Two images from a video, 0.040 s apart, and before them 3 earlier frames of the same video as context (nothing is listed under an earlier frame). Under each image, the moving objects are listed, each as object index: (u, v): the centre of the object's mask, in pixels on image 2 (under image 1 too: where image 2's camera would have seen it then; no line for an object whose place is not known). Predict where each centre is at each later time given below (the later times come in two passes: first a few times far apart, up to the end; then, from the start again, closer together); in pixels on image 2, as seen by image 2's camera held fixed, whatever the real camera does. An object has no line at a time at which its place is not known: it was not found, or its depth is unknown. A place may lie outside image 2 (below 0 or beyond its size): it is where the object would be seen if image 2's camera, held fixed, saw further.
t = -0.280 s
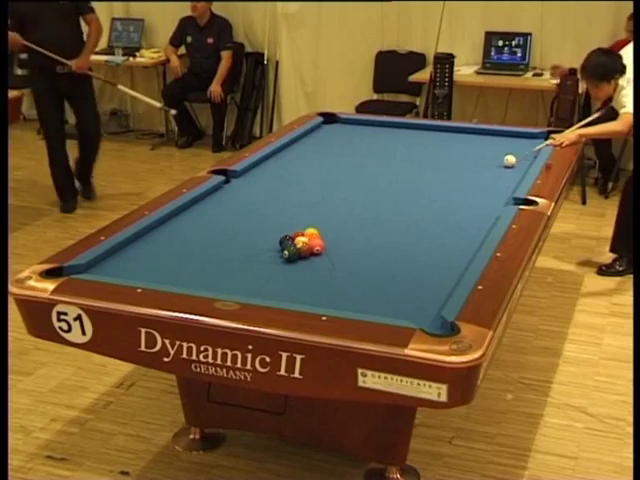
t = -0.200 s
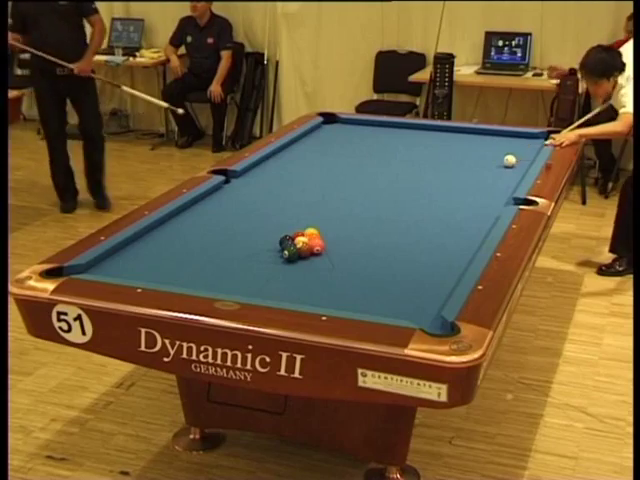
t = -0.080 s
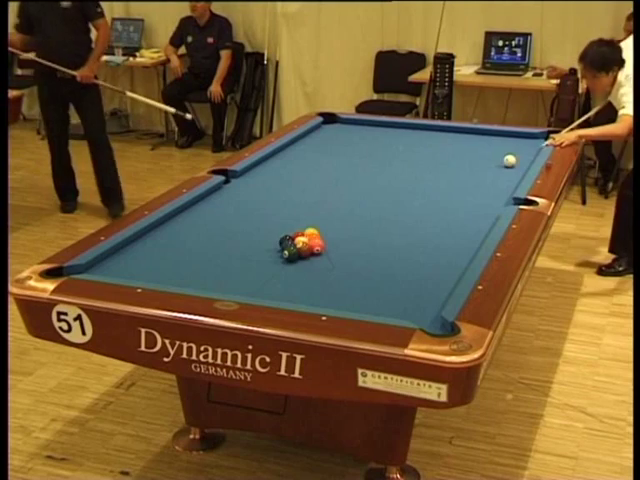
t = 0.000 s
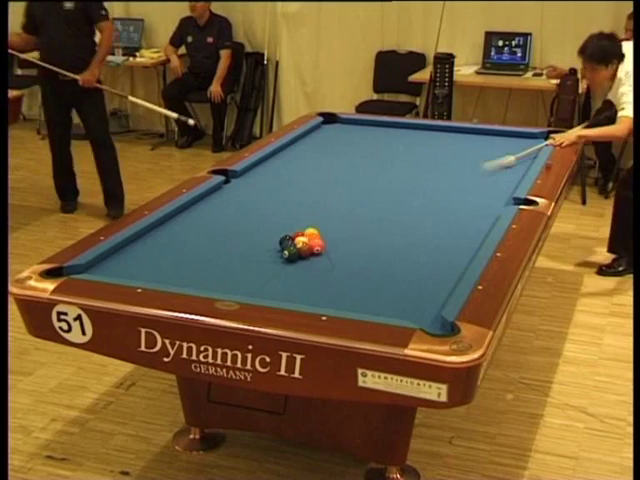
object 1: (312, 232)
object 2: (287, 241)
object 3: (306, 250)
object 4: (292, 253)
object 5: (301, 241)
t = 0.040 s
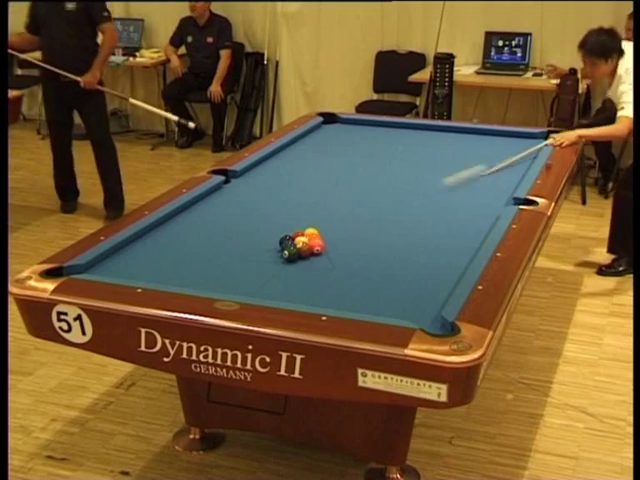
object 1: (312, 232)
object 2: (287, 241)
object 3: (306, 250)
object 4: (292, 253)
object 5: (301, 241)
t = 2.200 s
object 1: (333, 148)
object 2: (219, 281)
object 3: (346, 236)
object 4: (457, 229)
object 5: (317, 258)
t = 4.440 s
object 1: (396, 125)
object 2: (233, 269)
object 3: (363, 218)
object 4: (458, 165)
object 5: (317, 259)
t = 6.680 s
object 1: (390, 127)
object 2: (234, 269)
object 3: (363, 218)
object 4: (458, 140)
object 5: (317, 258)
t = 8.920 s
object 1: (390, 127)
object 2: (233, 269)
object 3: (363, 218)
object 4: (459, 135)
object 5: (317, 258)
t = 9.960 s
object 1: (390, 127)
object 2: (233, 269)
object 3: (363, 219)
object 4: (459, 135)
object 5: (317, 258)
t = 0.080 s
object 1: (312, 232)
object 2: (287, 241)
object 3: (306, 250)
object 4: (292, 253)
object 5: (301, 241)
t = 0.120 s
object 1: (312, 232)
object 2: (287, 241)
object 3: (306, 250)
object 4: (292, 253)
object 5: (301, 241)
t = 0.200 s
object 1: (313, 235)
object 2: (283, 248)
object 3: (309, 257)
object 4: (293, 262)
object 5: (302, 245)
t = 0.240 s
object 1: (303, 227)
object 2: (283, 251)
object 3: (309, 262)
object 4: (295, 272)
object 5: (302, 244)
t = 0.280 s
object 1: (299, 225)
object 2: (281, 252)
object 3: (311, 271)
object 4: (295, 283)
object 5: (303, 245)
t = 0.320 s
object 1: (296, 222)
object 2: (279, 254)
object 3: (311, 275)
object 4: (295, 294)
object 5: (303, 246)
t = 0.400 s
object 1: (292, 216)
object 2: (274, 256)
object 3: (314, 284)
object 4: (309, 298)
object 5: (304, 247)
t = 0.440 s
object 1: (289, 214)
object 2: (271, 257)
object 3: (314, 286)
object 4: (321, 299)
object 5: (305, 248)
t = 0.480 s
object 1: (287, 211)
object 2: (269, 258)
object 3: (316, 284)
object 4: (331, 301)
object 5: (305, 248)
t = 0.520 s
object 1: (285, 208)
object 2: (267, 259)
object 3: (316, 281)
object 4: (343, 305)
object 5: (306, 249)
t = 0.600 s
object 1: (281, 203)
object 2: (262, 263)
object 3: (318, 276)
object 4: (364, 308)
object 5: (307, 249)
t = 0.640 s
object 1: (279, 200)
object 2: (260, 264)
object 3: (318, 274)
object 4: (373, 309)
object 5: (307, 250)
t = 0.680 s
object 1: (277, 198)
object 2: (258, 266)
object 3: (319, 272)
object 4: (383, 310)
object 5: (308, 250)
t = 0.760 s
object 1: (273, 193)
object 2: (253, 268)
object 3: (321, 270)
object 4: (400, 310)
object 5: (309, 251)
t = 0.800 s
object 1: (272, 190)
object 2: (250, 269)
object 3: (322, 268)
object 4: (404, 307)
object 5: (309, 251)
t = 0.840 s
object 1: (270, 188)
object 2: (248, 270)
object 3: (323, 266)
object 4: (409, 304)
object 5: (310, 252)
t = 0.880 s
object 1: (268, 186)
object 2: (246, 271)
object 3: (323, 265)
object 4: (413, 302)
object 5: (310, 252)
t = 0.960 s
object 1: (265, 181)
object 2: (241, 274)
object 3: (325, 262)
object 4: (422, 297)
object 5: (311, 252)
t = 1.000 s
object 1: (263, 179)
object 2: (239, 275)
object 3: (326, 261)
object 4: (427, 295)
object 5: (311, 253)
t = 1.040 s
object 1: (261, 177)
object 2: (237, 276)
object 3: (327, 260)
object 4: (431, 292)
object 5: (312, 253)
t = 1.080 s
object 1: (260, 175)
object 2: (235, 277)
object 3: (327, 259)
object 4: (436, 289)
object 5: (312, 253)
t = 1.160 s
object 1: (257, 171)
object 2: (230, 280)
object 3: (329, 257)
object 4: (444, 285)
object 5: (313, 254)
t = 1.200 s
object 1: (255, 169)
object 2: (228, 281)
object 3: (330, 256)
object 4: (448, 283)
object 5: (313, 254)
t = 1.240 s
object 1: (254, 167)
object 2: (226, 282)
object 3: (330, 255)
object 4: (451, 280)
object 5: (313, 254)
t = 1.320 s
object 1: (261, 165)
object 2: (222, 284)
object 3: (332, 253)
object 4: (455, 275)
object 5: (313, 255)
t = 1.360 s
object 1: (264, 164)
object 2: (220, 284)
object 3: (333, 252)
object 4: (456, 273)
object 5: (314, 255)
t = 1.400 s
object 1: (268, 164)
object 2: (218, 285)
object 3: (333, 251)
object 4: (456, 271)
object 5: (314, 255)
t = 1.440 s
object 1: (272, 163)
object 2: (216, 286)
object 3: (334, 250)
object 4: (456, 268)
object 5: (314, 256)
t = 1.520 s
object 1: (279, 161)
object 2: (212, 287)
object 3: (336, 249)
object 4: (456, 263)
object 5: (315, 256)
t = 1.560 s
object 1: (282, 160)
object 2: (209, 287)
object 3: (336, 248)
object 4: (456, 261)
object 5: (315, 256)
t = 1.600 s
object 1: (286, 160)
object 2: (209, 287)
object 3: (337, 247)
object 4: (456, 258)
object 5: (315, 256)
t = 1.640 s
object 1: (289, 158)
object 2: (210, 287)
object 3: (338, 246)
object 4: (456, 256)
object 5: (315, 256)
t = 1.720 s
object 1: (296, 157)
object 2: (211, 286)
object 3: (339, 244)
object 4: (456, 252)
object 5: (315, 257)
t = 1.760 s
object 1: (299, 156)
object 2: (212, 286)
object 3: (340, 244)
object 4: (456, 249)
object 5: (316, 257)
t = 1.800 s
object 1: (303, 155)
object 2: (212, 285)
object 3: (340, 243)
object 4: (456, 248)
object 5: (316, 257)
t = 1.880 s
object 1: (309, 154)
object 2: (213, 285)
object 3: (341, 241)
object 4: (456, 244)
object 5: (316, 257)
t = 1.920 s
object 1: (312, 153)
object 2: (214, 284)
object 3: (342, 240)
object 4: (456, 242)
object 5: (316, 258)
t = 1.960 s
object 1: (315, 152)
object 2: (215, 284)
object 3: (342, 240)
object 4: (456, 240)
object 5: (316, 258)
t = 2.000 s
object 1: (318, 152)
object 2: (215, 283)
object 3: (343, 239)
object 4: (456, 238)
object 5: (317, 258)
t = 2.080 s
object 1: (324, 150)
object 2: (217, 282)
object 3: (344, 237)
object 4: (456, 234)
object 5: (317, 258)
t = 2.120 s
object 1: (327, 149)
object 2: (217, 282)
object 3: (345, 237)
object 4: (456, 233)
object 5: (317, 258)
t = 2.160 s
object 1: (330, 149)
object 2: (218, 282)
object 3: (345, 236)
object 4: (456, 231)
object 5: (317, 258)
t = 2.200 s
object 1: (333, 148)
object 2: (219, 281)
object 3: (346, 236)
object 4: (457, 229)
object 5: (317, 258)
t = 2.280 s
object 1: (339, 147)
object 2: (220, 280)
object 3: (347, 234)
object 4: (456, 225)
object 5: (317, 258)
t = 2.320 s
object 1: (342, 146)
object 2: (220, 279)
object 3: (348, 233)
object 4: (456, 224)
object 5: (317, 258)
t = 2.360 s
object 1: (345, 145)
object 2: (221, 278)
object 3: (348, 233)
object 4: (456, 222)
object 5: (317, 258)
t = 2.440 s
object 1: (350, 144)
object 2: (222, 277)
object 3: (349, 232)
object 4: (457, 219)
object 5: (317, 258)
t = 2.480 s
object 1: (353, 143)
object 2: (223, 277)
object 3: (349, 231)
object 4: (457, 217)
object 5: (317, 258)
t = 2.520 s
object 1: (356, 143)
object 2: (223, 276)
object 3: (350, 231)
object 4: (457, 216)
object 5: (317, 258)
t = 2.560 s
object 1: (358, 142)
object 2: (224, 276)
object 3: (350, 231)
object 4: (456, 214)
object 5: (317, 258)
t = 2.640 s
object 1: (363, 141)
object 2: (225, 275)
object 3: (351, 229)
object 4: (456, 211)
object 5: (317, 258)
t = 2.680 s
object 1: (366, 140)
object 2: (226, 274)
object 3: (352, 229)
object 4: (456, 210)
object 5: (317, 258)
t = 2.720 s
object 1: (368, 140)
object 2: (226, 274)
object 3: (353, 228)
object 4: (457, 209)
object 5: (317, 258)
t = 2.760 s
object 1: (371, 140)
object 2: (227, 273)
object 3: (353, 228)
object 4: (456, 207)
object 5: (317, 258)
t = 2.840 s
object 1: (376, 138)
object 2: (228, 273)
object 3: (354, 227)
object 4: (457, 205)
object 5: (317, 258)
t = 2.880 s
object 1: (378, 138)
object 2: (229, 273)
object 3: (354, 226)
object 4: (457, 203)
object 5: (317, 258)
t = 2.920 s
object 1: (380, 137)
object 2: (229, 272)
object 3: (354, 226)
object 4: (457, 202)
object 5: (317, 258)
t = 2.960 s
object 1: (382, 137)
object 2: (229, 272)
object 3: (355, 226)
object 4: (457, 201)
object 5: (317, 258)
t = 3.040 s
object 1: (387, 136)
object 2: (230, 272)
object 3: (356, 224)
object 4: (457, 199)
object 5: (317, 258)
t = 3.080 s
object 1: (389, 135)
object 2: (230, 271)
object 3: (356, 224)
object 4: (457, 197)
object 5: (317, 258)
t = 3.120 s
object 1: (392, 135)
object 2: (231, 271)
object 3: (356, 224)
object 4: (457, 196)
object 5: (317, 258)
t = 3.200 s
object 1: (396, 134)
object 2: (231, 271)
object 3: (357, 223)
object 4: (457, 193)
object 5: (317, 258)
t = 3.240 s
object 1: (398, 133)
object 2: (231, 270)
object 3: (357, 223)
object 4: (457, 193)
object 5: (317, 258)
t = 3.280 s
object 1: (400, 133)
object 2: (232, 270)
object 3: (358, 222)
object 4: (457, 192)
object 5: (317, 258)
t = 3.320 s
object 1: (402, 132)
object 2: (232, 270)
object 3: (358, 223)
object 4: (457, 190)
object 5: (317, 258)
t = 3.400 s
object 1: (406, 132)
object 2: (232, 270)
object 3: (359, 222)
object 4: (457, 188)
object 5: (317, 258)
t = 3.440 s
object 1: (406, 131)
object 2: (232, 270)
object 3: (359, 222)
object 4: (457, 187)
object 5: (317, 258)
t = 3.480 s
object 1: (405, 131)
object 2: (232, 270)
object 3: (359, 221)
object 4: (457, 186)
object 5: (317, 258)
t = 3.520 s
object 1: (405, 130)
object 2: (233, 270)
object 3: (359, 221)
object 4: (457, 185)
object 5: (317, 258)
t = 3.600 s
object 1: (404, 129)
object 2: (233, 269)
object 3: (360, 220)
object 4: (457, 183)
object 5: (317, 258)
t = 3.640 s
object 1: (404, 129)
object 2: (233, 269)
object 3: (360, 220)
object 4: (457, 182)
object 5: (317, 258)
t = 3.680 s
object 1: (404, 129)
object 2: (233, 269)
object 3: (361, 220)
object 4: (457, 182)
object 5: (317, 258)
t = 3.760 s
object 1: (403, 128)
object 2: (233, 269)
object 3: (361, 220)
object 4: (457, 179)
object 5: (317, 258)
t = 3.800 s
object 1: (402, 128)
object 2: (233, 269)
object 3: (361, 220)
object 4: (458, 178)
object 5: (317, 258)
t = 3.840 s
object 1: (402, 127)
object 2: (233, 269)
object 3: (361, 220)
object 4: (457, 178)
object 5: (317, 258)
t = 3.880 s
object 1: (402, 127)
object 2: (233, 269)
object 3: (361, 220)
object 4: (458, 177)
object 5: (317, 258)
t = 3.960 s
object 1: (401, 127)
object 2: (233, 269)
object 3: (362, 219)
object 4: (458, 175)
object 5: (317, 258)
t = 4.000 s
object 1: (401, 126)
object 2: (234, 269)
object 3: (362, 219)
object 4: (458, 174)
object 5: (317, 258)
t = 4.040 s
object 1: (401, 126)
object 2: (234, 269)
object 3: (362, 219)
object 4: (458, 173)
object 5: (317, 258)
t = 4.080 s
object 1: (400, 125)
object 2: (233, 269)
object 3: (362, 219)
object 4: (458, 173)
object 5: (317, 258)
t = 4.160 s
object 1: (400, 125)
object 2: (233, 269)
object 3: (363, 219)
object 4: (458, 171)
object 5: (317, 258)
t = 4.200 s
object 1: (400, 125)
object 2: (233, 269)
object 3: (363, 219)
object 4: (458, 170)
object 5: (317, 259)
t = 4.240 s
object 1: (399, 125)
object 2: (233, 269)
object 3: (363, 219)
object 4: (458, 169)
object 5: (317, 259)
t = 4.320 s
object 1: (398, 125)
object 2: (233, 269)
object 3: (363, 219)
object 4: (458, 168)
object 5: (317, 259)
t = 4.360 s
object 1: (397, 125)
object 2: (233, 269)
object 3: (363, 219)
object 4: (458, 167)
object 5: (317, 259)
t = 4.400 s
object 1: (397, 125)
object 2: (233, 269)
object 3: (363, 219)
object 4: (458, 166)
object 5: (317, 259)
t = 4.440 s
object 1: (396, 125)
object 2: (233, 269)
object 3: (363, 218)
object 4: (458, 165)
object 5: (317, 259)
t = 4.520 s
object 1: (396, 125)
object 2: (233, 269)
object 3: (363, 218)
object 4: (458, 164)
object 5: (317, 259)
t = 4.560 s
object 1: (395, 125)
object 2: (233, 269)
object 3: (363, 218)
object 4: (458, 163)
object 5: (317, 259)
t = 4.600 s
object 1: (395, 125)
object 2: (233, 269)
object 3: (363, 218)
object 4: (458, 163)
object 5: (317, 259)
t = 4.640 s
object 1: (394, 125)
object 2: (233, 269)
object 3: (363, 218)
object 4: (458, 162)
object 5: (317, 258)
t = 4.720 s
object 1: (394, 125)
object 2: (233, 269)
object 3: (363, 218)
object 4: (458, 161)
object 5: (317, 259)
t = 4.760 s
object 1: (393, 126)
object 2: (233, 269)
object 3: (363, 218)
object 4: (458, 160)
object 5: (317, 259)
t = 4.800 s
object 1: (393, 126)
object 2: (233, 269)
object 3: (363, 218)
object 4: (458, 160)
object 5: (317, 258)
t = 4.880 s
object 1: (392, 126)
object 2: (233, 269)
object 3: (363, 218)
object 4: (458, 158)
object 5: (317, 259)
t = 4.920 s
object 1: (392, 126)
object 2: (233, 270)
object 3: (363, 218)
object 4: (458, 158)
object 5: (317, 259)
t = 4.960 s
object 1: (392, 126)
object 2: (233, 270)
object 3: (363, 218)
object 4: (458, 158)
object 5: (317, 259)
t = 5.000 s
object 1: (391, 126)
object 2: (233, 270)
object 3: (363, 218)
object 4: (458, 157)
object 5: (317, 259)
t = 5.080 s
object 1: (391, 126)
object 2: (233, 270)
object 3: (363, 218)
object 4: (458, 156)
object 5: (317, 259)
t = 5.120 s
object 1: (391, 126)
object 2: (233, 270)
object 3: (363, 218)
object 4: (459, 155)
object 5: (317, 259)
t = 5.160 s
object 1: (391, 126)
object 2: (233, 270)
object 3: (363, 218)
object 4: (458, 154)
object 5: (317, 259)
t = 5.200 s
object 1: (390, 126)
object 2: (233, 270)
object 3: (363, 218)
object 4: (459, 154)
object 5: (317, 258)
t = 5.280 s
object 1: (390, 126)
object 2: (233, 269)
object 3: (363, 218)
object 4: (458, 153)
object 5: (317, 259)
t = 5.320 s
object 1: (390, 126)
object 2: (233, 269)
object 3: (363, 218)
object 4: (459, 153)
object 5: (317, 258)
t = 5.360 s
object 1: (390, 126)
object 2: (233, 269)
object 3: (363, 218)
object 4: (458, 152)
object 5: (317, 258)
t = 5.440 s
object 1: (390, 126)
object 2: (233, 269)
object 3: (363, 218)
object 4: (459, 151)
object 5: (317, 258)
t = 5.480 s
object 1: (390, 126)
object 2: (233, 269)
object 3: (363, 218)
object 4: (458, 151)
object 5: (317, 258)
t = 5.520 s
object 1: (390, 127)
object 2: (233, 269)
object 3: (363, 218)
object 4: (458, 150)
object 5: (317, 258)
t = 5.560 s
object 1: (389, 127)
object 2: (233, 269)
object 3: (363, 218)
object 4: (458, 150)
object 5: (317, 258)
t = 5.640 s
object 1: (390, 127)
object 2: (234, 269)
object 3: (363, 218)
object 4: (459, 149)
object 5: (317, 258)
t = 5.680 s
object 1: (390, 127)
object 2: (234, 269)
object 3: (363, 218)
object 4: (458, 148)
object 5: (317, 258)
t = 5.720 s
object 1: (389, 127)
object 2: (233, 269)
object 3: (363, 218)
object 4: (459, 148)
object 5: (317, 258)
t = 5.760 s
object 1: (390, 127)
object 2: (234, 269)
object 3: (363, 218)
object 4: (459, 148)
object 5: (317, 259)
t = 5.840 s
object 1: (390, 127)
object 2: (233, 269)
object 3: (363, 218)
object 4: (459, 147)
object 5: (317, 259)
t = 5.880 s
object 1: (389, 127)
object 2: (233, 269)
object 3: (363, 218)
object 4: (459, 146)
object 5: (317, 259)
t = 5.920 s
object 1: (389, 127)
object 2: (233, 269)
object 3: (363, 218)
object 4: (459, 146)
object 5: (317, 258)
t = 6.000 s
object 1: (390, 127)
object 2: (233, 269)
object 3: (363, 218)
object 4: (459, 145)
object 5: (317, 258)
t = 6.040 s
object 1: (389, 127)
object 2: (233, 269)
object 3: (363, 218)
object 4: (459, 145)
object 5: (317, 258)
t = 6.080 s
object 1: (390, 127)
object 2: (233, 269)
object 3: (363, 218)
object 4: (458, 144)
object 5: (317, 258)
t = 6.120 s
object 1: (390, 127)
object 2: (233, 269)
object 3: (363, 218)
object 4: (458, 144)
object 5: (317, 258)
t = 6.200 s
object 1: (390, 127)
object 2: (233, 269)
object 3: (363, 218)
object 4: (458, 143)
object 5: (317, 258)
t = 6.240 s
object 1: (390, 127)
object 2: (233, 269)
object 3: (363, 218)
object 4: (458, 143)
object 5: (317, 258)
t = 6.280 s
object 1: (390, 127)
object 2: (233, 269)
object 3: (363, 218)
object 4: (458, 143)
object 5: (317, 258)
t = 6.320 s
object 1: (390, 127)
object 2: (233, 269)
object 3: (363, 218)
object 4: (458, 142)
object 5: (317, 258)
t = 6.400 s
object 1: (390, 127)
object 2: (233, 269)
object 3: (363, 219)
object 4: (458, 142)
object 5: (317, 258)
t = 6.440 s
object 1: (390, 127)
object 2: (233, 269)
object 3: (363, 219)
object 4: (458, 142)
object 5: (317, 258)
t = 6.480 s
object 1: (390, 127)
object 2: (233, 269)
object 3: (363, 219)
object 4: (458, 141)
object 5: (317, 258)
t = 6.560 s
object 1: (390, 127)
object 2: (233, 269)
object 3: (363, 219)
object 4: (458, 140)
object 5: (317, 258)
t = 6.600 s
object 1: (390, 127)
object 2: (233, 269)
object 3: (363, 218)
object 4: (458, 140)
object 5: (317, 258)
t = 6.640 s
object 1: (390, 127)
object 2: (233, 269)
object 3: (363, 218)
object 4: (458, 140)
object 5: (317, 258)
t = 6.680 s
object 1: (390, 127)
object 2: (234, 269)
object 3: (363, 218)
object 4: (458, 140)
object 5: (317, 258)
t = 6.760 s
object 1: (390, 127)
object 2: (233, 269)
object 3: (363, 218)
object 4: (458, 140)
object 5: (317, 258)
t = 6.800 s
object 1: (390, 127)
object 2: (233, 269)
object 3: (363, 218)
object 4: (458, 140)
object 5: (317, 258)
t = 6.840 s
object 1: (390, 127)
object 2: (233, 269)
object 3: (363, 218)
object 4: (458, 139)
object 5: (317, 258)
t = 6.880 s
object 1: (390, 127)
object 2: (233, 269)
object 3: (363, 218)
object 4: (459, 139)
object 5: (317, 258)
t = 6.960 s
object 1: (390, 127)
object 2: (233, 269)
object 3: (363, 218)
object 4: (459, 139)
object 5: (317, 258)
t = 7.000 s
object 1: (390, 127)
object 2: (233, 269)
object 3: (363, 218)
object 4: (459, 139)
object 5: (317, 258)
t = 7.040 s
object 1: (390, 127)
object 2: (233, 269)
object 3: (363, 218)
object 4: (459, 139)
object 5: (317, 258)
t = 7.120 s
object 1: (390, 127)
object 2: (233, 269)
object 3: (363, 218)
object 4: (459, 138)
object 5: (317, 258)
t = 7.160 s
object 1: (390, 127)
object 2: (233, 269)
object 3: (363, 218)
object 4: (459, 138)
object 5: (317, 258)
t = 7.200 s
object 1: (390, 127)
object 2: (233, 269)
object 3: (363, 218)
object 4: (459, 138)
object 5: (317, 258)
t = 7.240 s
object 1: (390, 127)
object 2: (233, 269)
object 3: (363, 218)
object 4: (459, 137)
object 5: (317, 258)
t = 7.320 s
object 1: (390, 127)
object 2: (233, 269)
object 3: (363, 218)
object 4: (459, 137)
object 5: (317, 258)
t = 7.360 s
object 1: (390, 127)
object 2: (233, 269)
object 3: (363, 218)
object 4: (459, 137)
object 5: (317, 258)
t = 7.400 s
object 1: (390, 127)
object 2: (233, 269)
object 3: (363, 218)
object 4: (459, 137)
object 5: (317, 258)
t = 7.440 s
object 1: (390, 127)
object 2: (233, 269)
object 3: (363, 218)
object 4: (459, 136)
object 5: (317, 258)
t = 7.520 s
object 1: (390, 127)
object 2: (233, 269)
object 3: (363, 218)
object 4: (459, 136)
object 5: (317, 258)
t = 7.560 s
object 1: (390, 127)
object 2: (233, 269)
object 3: (363, 218)
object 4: (459, 136)
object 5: (317, 258)
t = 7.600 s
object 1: (390, 127)
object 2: (233, 269)
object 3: (363, 218)
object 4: (459, 136)
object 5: (317, 258)
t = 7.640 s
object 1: (390, 127)
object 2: (233, 269)
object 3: (363, 218)
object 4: (459, 136)
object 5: (317, 258)
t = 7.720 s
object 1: (390, 127)
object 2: (234, 269)
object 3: (363, 218)
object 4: (459, 136)
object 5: (317, 258)
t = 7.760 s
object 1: (390, 127)
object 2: (234, 269)
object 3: (363, 218)
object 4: (459, 136)
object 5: (317, 258)
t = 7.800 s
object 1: (390, 127)
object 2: (234, 269)
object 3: (363, 218)
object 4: (459, 136)
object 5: (317, 258)
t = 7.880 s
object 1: (390, 127)
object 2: (233, 269)
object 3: (363, 218)
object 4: (459, 135)
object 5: (317, 258)
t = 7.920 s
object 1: (390, 127)
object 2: (233, 269)
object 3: (363, 218)
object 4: (459, 135)
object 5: (317, 258)
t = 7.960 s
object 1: (390, 127)
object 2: (233, 269)
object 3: (363, 218)
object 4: (459, 135)
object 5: (317, 258)
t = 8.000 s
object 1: (390, 127)
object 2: (233, 269)
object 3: (363, 218)
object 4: (459, 136)
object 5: (317, 258)
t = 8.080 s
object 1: (390, 127)
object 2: (233, 269)
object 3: (363, 218)
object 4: (459, 135)
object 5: (317, 258)
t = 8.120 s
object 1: (390, 127)
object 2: (233, 269)
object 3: (363, 218)
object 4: (459, 135)
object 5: (317, 258)
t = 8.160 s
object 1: (390, 127)
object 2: (233, 269)
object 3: (363, 218)
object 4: (459, 135)
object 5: (317, 258)
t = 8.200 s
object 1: (390, 127)
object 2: (233, 269)
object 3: (363, 218)
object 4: (459, 135)
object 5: (317, 258)
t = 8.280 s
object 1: (390, 127)
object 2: (233, 269)
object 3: (363, 218)
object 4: (459, 135)
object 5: (317, 258)
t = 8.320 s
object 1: (390, 127)
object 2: (233, 269)
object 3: (363, 218)
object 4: (459, 135)
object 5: (317, 258)
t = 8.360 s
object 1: (390, 127)
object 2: (233, 269)
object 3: (363, 218)
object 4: (459, 135)
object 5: (317, 258)
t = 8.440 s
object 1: (390, 127)
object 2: (233, 269)
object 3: (363, 218)
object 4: (459, 135)
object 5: (317, 258)
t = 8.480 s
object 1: (390, 127)
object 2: (233, 269)
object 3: (363, 218)
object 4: (459, 135)
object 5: (317, 258)
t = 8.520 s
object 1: (390, 127)
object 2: (233, 269)
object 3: (363, 218)
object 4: (459, 135)
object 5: (317, 258)
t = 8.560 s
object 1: (390, 127)
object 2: (233, 269)
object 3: (363, 218)
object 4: (459, 135)
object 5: (317, 258)
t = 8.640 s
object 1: (390, 127)
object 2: (233, 269)
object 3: (363, 218)
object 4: (459, 135)
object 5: (317, 258)
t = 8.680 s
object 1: (390, 127)
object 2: (233, 269)
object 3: (363, 218)
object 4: (459, 135)
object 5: (317, 258)
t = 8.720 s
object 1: (390, 127)
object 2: (233, 269)
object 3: (363, 218)
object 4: (459, 135)
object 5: (317, 258)
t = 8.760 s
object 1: (390, 127)
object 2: (233, 269)
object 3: (363, 218)
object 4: (459, 135)
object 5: (317, 258)
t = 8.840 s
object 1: (389, 127)
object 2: (233, 269)
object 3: (363, 218)
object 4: (459, 135)
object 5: (317, 258)
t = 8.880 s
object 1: (390, 127)
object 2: (233, 269)
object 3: (363, 218)
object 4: (459, 135)
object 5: (317, 258)
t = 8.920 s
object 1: (390, 127)
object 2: (233, 269)
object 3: (363, 218)
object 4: (459, 135)
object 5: (317, 258)
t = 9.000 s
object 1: (389, 127)
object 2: (233, 269)
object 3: (363, 218)
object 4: (459, 135)
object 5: (317, 258)
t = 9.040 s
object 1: (389, 127)
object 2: (233, 269)
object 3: (363, 218)
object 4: (459, 135)
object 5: (317, 258)
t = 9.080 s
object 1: (389, 127)
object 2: (233, 269)
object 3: (363, 218)
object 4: (459, 135)
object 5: (317, 258)
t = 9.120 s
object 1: (390, 127)
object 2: (233, 269)
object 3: (363, 218)
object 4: (459, 135)
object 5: (317, 258)
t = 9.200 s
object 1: (389, 127)
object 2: (233, 269)
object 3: (363, 218)
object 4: (459, 135)
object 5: (317, 258)
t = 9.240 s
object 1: (389, 127)
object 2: (233, 269)
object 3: (363, 218)
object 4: (459, 135)
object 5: (317, 258)
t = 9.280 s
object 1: (389, 127)
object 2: (233, 269)
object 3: (363, 218)
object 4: (459, 135)
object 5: (317, 258)
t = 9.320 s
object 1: (390, 127)
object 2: (234, 269)
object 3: (363, 218)
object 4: (459, 135)
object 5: (317, 258)
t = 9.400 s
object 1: (390, 127)
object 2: (233, 269)
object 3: (363, 218)
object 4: (459, 135)
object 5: (317, 258)
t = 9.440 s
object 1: (390, 127)
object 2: (233, 269)
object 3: (363, 218)
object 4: (459, 135)
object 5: (317, 258)
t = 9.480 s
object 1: (389, 127)
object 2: (233, 269)
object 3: (363, 219)
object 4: (459, 135)
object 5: (317, 258)
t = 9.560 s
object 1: (389, 127)
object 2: (233, 269)
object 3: (363, 218)
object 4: (459, 135)
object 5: (317, 258)
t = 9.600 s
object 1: (390, 127)
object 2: (233, 269)
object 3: (363, 218)
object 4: (459, 135)
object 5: (317, 258)
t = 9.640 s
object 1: (390, 127)
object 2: (233, 269)
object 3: (363, 218)
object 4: (459, 135)
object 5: (317, 258)
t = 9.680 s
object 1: (390, 127)
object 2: (233, 269)
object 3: (363, 218)
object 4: (459, 135)
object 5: (317, 258)
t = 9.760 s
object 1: (390, 127)
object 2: (233, 269)
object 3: (363, 218)
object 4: (459, 135)
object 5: (317, 258)
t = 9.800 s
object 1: (390, 127)
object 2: (233, 269)
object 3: (363, 219)
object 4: (459, 135)
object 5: (317, 258)
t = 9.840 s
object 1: (390, 127)
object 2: (233, 269)
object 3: (363, 219)
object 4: (459, 135)
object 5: (317, 258)
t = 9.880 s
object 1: (390, 127)
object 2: (233, 269)
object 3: (363, 219)
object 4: (459, 135)
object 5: (317, 258)
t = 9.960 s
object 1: (390, 127)
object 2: (233, 269)
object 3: (363, 219)
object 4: (459, 135)
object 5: (317, 258)
